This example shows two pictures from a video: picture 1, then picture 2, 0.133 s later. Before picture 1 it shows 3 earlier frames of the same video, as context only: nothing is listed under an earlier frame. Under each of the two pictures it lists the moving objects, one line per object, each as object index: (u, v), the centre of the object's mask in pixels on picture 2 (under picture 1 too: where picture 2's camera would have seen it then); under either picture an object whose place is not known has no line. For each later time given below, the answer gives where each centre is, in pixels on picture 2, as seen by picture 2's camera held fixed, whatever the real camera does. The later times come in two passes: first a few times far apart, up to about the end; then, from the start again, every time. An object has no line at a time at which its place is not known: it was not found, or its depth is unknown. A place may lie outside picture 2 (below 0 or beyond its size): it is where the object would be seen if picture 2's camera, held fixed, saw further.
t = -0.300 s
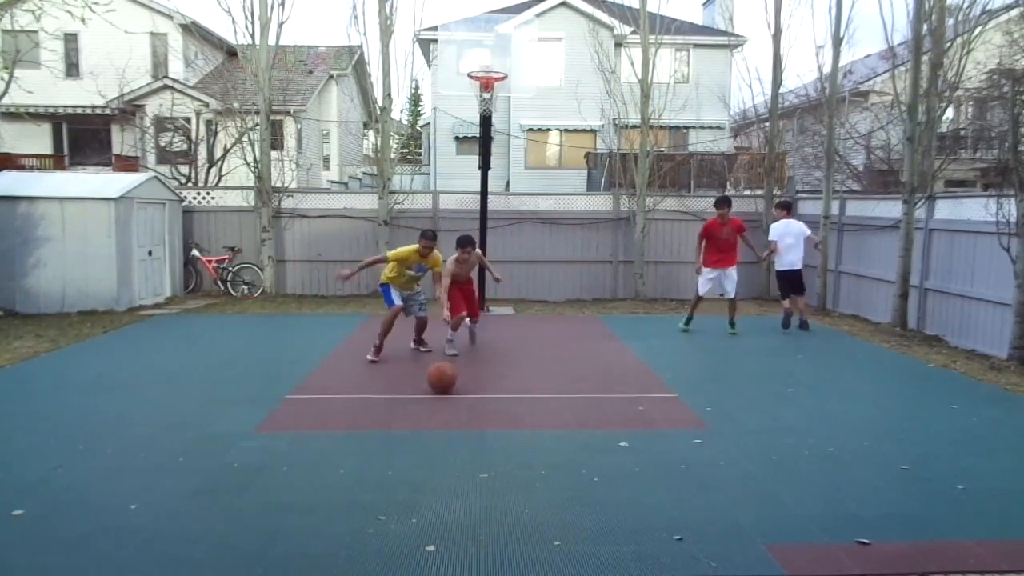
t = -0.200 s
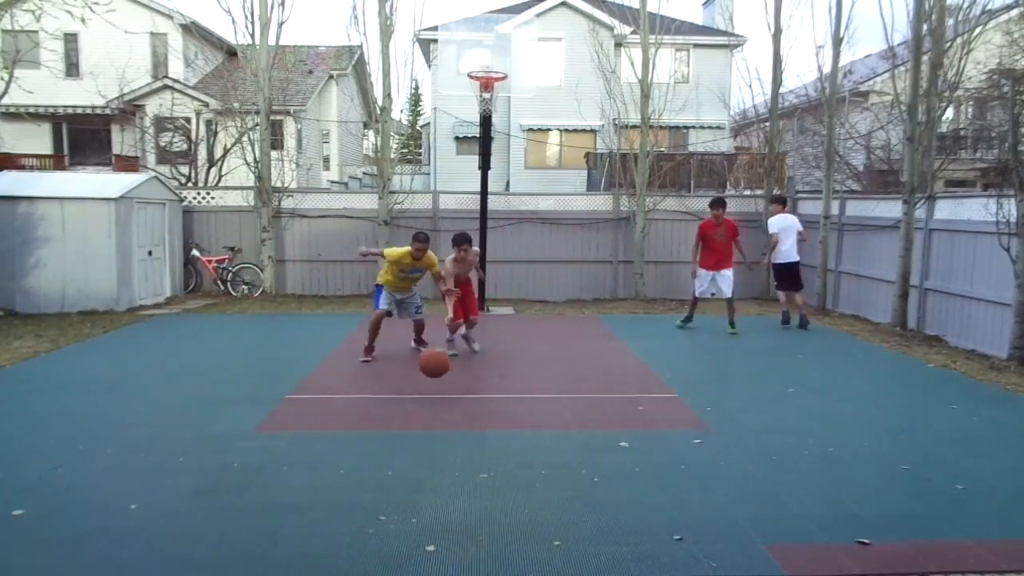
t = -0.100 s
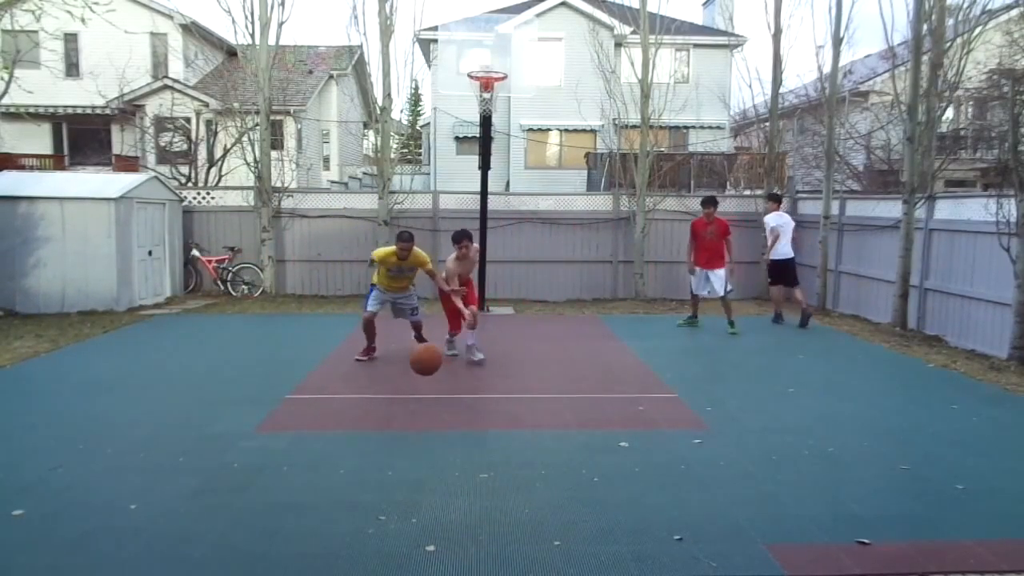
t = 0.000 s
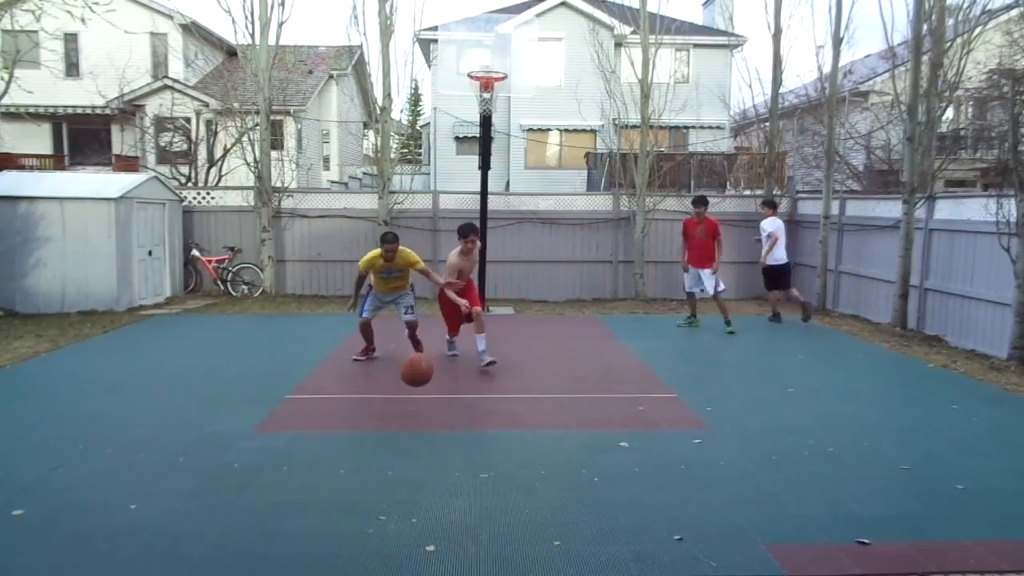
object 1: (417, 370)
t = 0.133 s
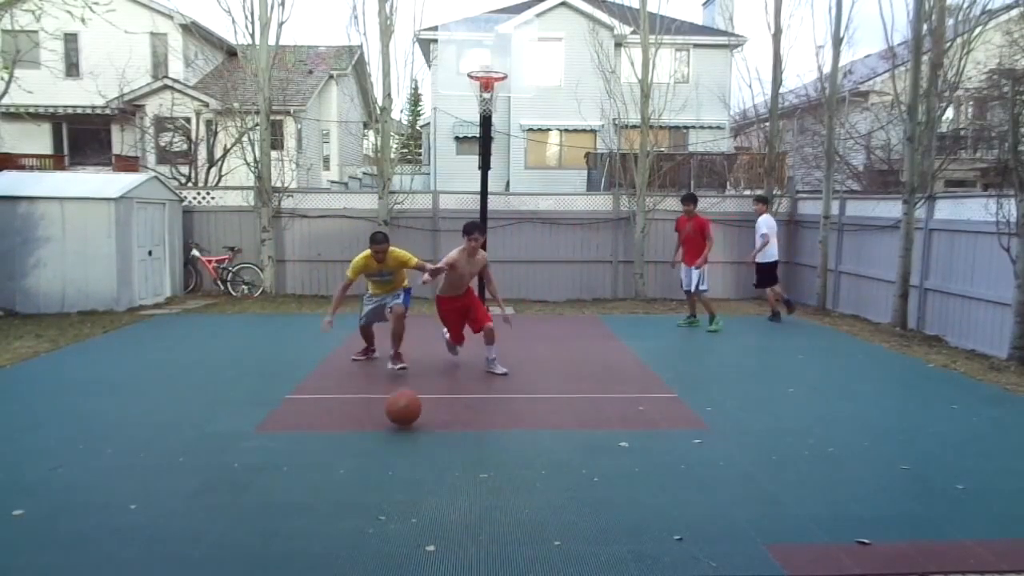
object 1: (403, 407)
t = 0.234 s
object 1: (391, 403)
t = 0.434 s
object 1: (366, 418)
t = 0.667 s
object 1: (328, 447)
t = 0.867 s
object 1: (290, 497)
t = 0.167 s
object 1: (400, 411)
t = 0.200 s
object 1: (396, 407)
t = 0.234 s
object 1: (391, 403)
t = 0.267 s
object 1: (388, 401)
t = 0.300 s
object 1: (383, 401)
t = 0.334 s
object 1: (379, 403)
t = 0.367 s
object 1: (374, 406)
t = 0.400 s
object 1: (370, 412)
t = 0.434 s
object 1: (366, 418)
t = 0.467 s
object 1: (361, 428)
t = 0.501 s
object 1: (356, 439)
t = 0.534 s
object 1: (351, 455)
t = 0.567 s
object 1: (345, 452)
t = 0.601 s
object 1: (340, 449)
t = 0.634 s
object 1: (335, 447)
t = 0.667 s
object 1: (328, 447)
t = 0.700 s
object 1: (322, 449)
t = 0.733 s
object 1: (317, 453)
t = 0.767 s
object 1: (310, 460)
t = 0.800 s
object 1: (304, 470)
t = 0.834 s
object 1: (297, 482)
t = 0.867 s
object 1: (290, 497)
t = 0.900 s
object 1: (283, 509)
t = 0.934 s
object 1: (275, 505)
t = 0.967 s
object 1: (267, 504)
